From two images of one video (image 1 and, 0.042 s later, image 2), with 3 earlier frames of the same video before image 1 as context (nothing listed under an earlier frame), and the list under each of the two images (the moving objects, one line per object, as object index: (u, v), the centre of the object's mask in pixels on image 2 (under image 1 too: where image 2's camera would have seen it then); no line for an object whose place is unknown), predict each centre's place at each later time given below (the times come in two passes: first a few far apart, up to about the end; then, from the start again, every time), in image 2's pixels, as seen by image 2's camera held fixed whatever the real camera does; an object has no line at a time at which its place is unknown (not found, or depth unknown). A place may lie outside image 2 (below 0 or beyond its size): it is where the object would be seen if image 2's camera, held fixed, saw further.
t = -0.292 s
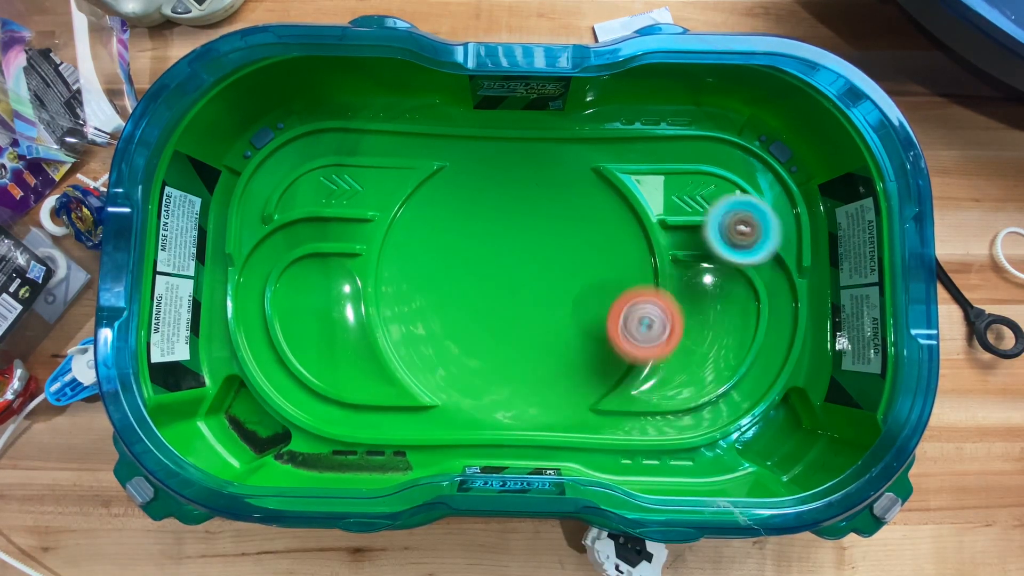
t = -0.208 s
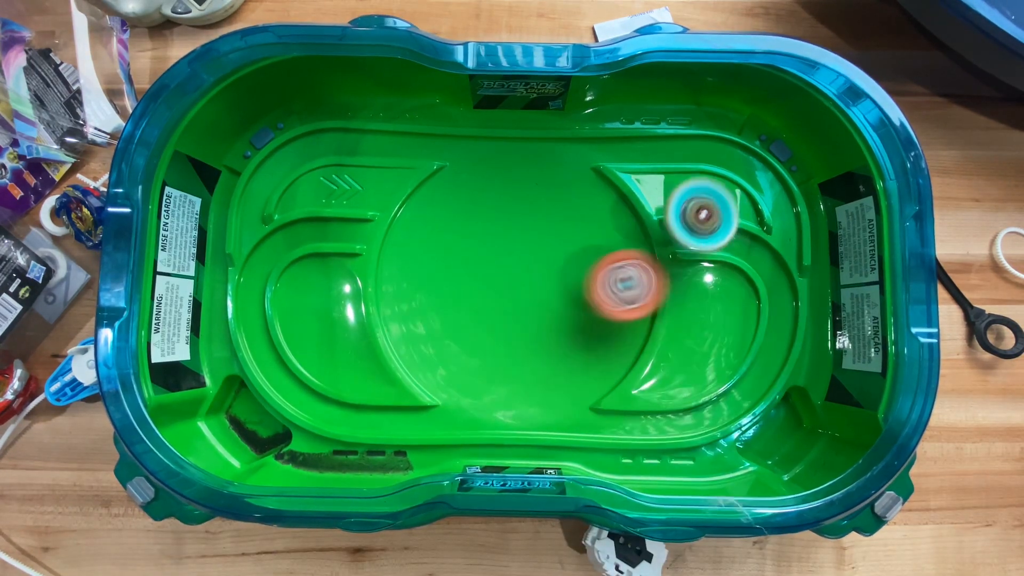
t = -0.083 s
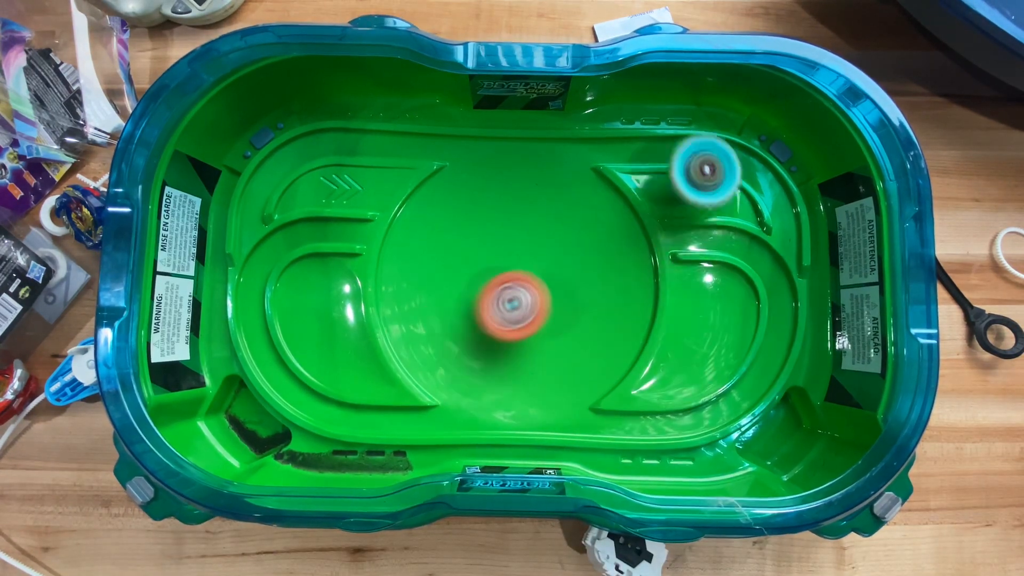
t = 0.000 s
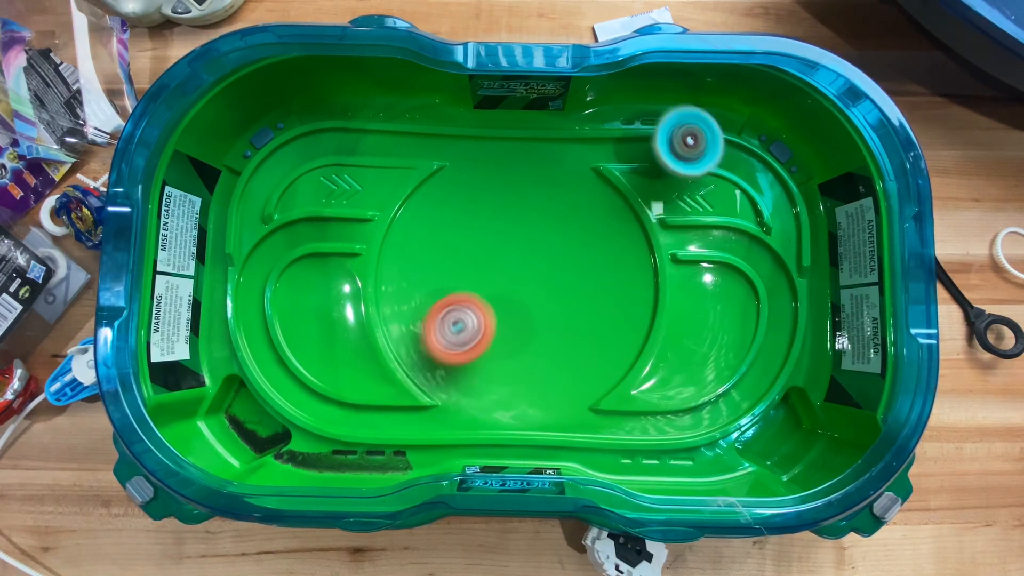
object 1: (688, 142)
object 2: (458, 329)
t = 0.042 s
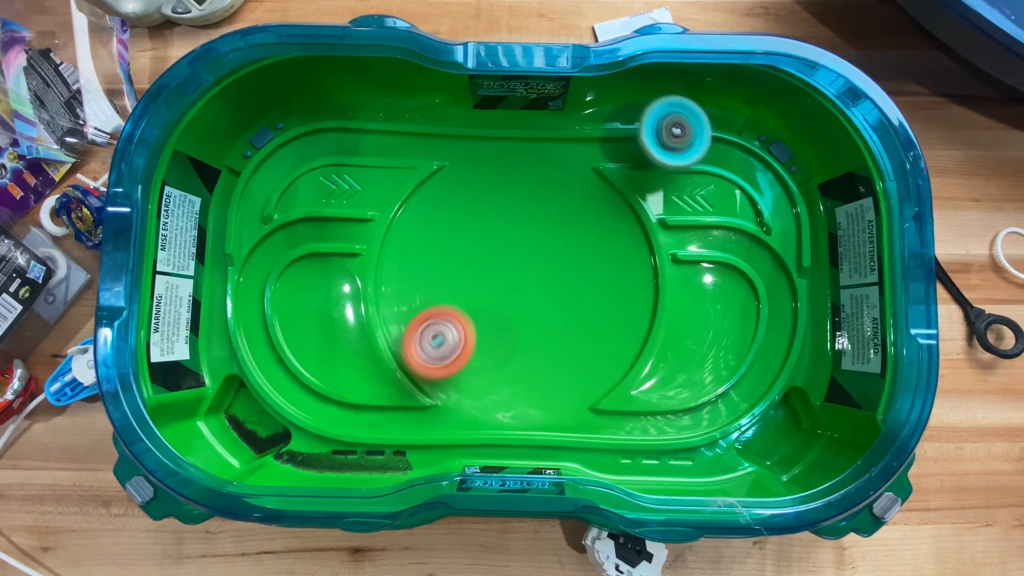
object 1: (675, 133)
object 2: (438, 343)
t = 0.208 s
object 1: (586, 136)
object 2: (437, 381)
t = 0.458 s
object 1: (411, 198)
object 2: (494, 354)
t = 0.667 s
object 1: (390, 348)
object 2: (492, 308)
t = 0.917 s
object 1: (562, 344)
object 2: (510, 236)
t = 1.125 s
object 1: (622, 222)
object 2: (432, 218)
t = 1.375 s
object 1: (470, 147)
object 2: (435, 318)
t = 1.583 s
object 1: (402, 264)
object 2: (548, 320)
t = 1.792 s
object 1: (482, 375)
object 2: (601, 233)
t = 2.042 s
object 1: (644, 284)
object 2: (535, 163)
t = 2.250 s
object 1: (581, 179)
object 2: (455, 238)
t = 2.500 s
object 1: (417, 250)
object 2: (516, 350)
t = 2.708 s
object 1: (457, 388)
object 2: (624, 351)
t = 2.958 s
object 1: (609, 364)
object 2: (624, 240)
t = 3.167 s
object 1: (628, 239)
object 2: (513, 231)
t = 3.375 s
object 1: (521, 206)
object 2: (451, 314)
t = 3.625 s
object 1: (427, 335)
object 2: (503, 403)
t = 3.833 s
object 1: (526, 406)
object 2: (588, 349)
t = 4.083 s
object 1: (624, 291)
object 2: (548, 237)
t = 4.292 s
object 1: (548, 199)
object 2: (460, 214)
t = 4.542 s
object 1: (473, 228)
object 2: (390, 304)
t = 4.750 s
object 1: (522, 272)
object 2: (460, 372)
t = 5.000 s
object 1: (592, 233)
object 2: (555, 308)
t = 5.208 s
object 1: (554, 165)
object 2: (553, 251)
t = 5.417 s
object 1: (461, 181)
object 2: (510, 263)
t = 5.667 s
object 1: (463, 301)
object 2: (542, 328)
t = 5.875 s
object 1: (530, 355)
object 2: (600, 294)
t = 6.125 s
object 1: (615, 339)
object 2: (544, 231)
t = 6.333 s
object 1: (594, 263)
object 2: (473, 271)
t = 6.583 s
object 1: (491, 255)
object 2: (486, 357)
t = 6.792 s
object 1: (439, 303)
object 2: (562, 350)
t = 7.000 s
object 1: (457, 363)
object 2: (573, 272)
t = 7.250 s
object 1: (539, 326)
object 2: (497, 220)
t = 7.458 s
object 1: (541, 249)
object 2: (434, 258)
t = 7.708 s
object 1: (483, 206)
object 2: (474, 335)
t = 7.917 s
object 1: (447, 249)
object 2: (554, 327)
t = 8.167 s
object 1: (512, 309)
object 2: (594, 251)
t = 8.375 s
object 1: (579, 301)
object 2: (545, 204)
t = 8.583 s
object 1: (605, 252)
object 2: (480, 239)
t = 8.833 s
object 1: (543, 234)
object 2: (483, 328)
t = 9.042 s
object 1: (500, 289)
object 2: (548, 360)
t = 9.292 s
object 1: (516, 357)
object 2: (596, 299)
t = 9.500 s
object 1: (564, 348)
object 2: (549, 243)
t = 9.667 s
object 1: (563, 297)
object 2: (490, 238)
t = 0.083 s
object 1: (656, 136)
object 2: (425, 358)
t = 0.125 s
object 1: (634, 145)
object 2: (417, 373)
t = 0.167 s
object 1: (611, 140)
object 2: (422, 381)
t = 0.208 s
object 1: (586, 136)
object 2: (437, 381)
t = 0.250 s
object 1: (560, 139)
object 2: (452, 379)
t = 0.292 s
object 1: (533, 143)
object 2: (465, 376)
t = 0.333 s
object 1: (501, 150)
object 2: (476, 372)
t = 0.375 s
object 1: (468, 161)
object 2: (485, 368)
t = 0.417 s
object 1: (437, 175)
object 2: (491, 361)
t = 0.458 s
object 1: (411, 198)
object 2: (494, 354)
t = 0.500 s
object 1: (395, 230)
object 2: (494, 345)
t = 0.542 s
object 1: (389, 261)
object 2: (491, 336)
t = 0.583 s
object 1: (392, 295)
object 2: (485, 326)
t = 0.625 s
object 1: (402, 324)
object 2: (478, 317)
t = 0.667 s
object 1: (390, 348)
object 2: (492, 308)
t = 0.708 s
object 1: (407, 359)
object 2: (505, 297)
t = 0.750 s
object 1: (432, 367)
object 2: (514, 286)
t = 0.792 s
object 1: (461, 371)
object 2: (519, 274)
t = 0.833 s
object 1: (496, 369)
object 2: (520, 262)
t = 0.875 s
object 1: (530, 360)
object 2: (517, 249)
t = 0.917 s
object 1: (562, 344)
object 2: (510, 236)
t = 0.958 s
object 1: (588, 323)
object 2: (498, 225)
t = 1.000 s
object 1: (608, 300)
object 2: (484, 218)
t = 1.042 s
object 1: (620, 273)
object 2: (467, 214)
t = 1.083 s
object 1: (626, 246)
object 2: (450, 214)
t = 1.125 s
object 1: (622, 222)
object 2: (432, 218)
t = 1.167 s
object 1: (611, 199)
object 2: (418, 228)
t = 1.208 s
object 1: (593, 177)
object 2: (408, 243)
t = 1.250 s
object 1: (568, 160)
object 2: (403, 262)
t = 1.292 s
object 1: (538, 149)
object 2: (406, 282)
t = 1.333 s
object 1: (504, 144)
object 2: (417, 302)
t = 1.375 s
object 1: (470, 147)
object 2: (435, 318)
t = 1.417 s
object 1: (438, 157)
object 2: (457, 329)
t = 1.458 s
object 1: (422, 177)
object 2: (480, 334)
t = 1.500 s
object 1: (410, 205)
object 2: (505, 333)
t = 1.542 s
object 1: (404, 234)
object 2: (528, 328)
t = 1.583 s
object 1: (402, 264)
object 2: (548, 320)
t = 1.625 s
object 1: (407, 295)
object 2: (565, 307)
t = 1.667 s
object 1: (417, 324)
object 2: (580, 290)
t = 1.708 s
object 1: (434, 348)
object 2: (592, 270)
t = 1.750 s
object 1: (456, 366)
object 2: (598, 251)
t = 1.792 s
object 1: (482, 375)
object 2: (601, 233)
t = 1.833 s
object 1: (513, 377)
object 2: (600, 215)
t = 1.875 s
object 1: (546, 371)
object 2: (594, 199)
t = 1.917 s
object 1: (578, 358)
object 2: (584, 185)
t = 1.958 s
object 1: (607, 338)
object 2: (572, 173)
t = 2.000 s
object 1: (630, 313)
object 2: (554, 165)
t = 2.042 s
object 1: (644, 284)
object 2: (535, 163)
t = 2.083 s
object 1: (649, 255)
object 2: (513, 166)
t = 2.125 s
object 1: (643, 230)
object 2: (493, 176)
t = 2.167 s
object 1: (629, 208)
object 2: (475, 193)
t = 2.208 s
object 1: (606, 191)
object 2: (462, 214)
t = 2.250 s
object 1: (581, 179)
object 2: (455, 238)
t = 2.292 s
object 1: (549, 174)
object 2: (455, 262)
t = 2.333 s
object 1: (516, 174)
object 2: (459, 285)
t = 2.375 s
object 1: (483, 182)
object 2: (469, 306)
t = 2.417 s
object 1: (454, 199)
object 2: (481, 324)
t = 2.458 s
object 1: (432, 222)
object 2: (498, 338)
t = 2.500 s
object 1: (417, 250)
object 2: (516, 350)
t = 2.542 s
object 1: (410, 280)
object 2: (536, 358)
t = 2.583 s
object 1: (412, 311)
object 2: (559, 363)
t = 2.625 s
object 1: (421, 342)
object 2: (582, 364)
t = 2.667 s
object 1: (436, 368)
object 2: (603, 360)
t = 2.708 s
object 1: (457, 388)
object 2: (624, 351)
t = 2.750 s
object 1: (481, 403)
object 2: (640, 336)
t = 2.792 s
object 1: (506, 408)
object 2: (650, 320)
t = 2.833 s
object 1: (533, 406)
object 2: (650, 298)
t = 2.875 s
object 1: (561, 396)
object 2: (647, 277)
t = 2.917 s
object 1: (587, 382)
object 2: (638, 257)
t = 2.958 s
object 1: (609, 364)
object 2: (624, 240)
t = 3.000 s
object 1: (627, 343)
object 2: (603, 227)
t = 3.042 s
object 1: (638, 318)
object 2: (581, 219)
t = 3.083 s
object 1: (641, 290)
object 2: (557, 218)
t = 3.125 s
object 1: (637, 262)
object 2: (534, 223)
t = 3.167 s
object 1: (628, 239)
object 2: (513, 231)
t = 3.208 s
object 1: (612, 220)
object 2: (494, 244)
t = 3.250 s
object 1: (594, 206)
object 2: (479, 260)
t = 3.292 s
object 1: (573, 199)
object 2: (466, 276)
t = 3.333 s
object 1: (548, 200)
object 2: (457, 295)
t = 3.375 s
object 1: (521, 206)
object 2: (451, 314)
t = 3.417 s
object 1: (494, 216)
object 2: (449, 333)
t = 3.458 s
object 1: (469, 233)
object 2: (451, 352)
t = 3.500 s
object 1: (447, 255)
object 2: (457, 370)
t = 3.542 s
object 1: (433, 281)
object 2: (468, 385)
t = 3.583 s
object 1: (426, 308)
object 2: (483, 397)
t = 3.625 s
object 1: (427, 335)
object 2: (503, 403)
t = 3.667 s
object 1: (436, 361)
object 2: (522, 402)
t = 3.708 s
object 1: (451, 383)
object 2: (543, 397)
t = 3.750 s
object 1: (472, 398)
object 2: (563, 386)
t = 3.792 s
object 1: (497, 407)
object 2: (579, 368)
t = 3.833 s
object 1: (526, 406)
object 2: (588, 349)
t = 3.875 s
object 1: (554, 400)
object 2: (592, 329)
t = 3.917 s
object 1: (580, 386)
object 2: (590, 307)
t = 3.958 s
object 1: (600, 368)
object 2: (585, 288)
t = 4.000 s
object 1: (616, 344)
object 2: (577, 270)
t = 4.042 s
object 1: (624, 318)
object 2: (564, 253)
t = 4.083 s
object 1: (624, 291)
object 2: (548, 237)
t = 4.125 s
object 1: (616, 264)
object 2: (530, 226)
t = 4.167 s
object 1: (603, 238)
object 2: (514, 219)
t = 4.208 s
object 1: (588, 219)
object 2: (496, 214)
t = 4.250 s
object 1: (570, 206)
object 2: (477, 213)
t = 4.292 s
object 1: (548, 199)
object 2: (460, 214)
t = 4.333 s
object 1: (525, 198)
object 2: (444, 218)
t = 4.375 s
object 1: (501, 201)
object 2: (427, 225)
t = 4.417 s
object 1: (484, 207)
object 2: (406, 238)
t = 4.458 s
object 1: (480, 212)
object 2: (379, 257)
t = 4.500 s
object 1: (476, 219)
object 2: (382, 281)
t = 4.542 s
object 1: (473, 228)
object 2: (390, 304)
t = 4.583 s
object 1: (474, 240)
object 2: (398, 326)
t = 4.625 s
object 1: (481, 252)
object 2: (408, 344)
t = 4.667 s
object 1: (492, 262)
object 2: (422, 359)
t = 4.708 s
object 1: (506, 269)
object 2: (440, 368)
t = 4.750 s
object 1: (522, 272)
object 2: (460, 372)
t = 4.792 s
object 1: (539, 273)
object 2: (480, 369)
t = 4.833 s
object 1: (556, 272)
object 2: (501, 362)
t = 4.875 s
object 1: (570, 266)
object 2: (519, 351)
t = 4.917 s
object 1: (581, 257)
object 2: (534, 338)
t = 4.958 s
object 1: (589, 245)
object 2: (546, 323)
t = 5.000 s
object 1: (592, 233)
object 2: (555, 308)
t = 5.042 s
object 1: (589, 220)
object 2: (561, 292)
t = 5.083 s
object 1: (585, 205)
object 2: (562, 279)
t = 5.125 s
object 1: (576, 192)
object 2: (562, 265)
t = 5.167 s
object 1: (567, 175)
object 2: (558, 259)
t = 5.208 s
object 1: (554, 165)
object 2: (553, 251)
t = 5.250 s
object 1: (537, 162)
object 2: (544, 242)
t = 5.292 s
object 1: (516, 163)
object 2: (534, 236)
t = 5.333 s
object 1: (494, 161)
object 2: (524, 242)
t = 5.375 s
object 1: (476, 168)
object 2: (515, 251)
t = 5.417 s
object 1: (461, 181)
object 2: (510, 263)
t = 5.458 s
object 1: (449, 198)
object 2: (508, 275)
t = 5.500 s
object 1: (443, 218)
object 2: (509, 288)
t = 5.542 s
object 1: (441, 240)
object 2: (513, 301)
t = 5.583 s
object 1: (445, 262)
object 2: (519, 313)
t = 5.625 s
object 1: (453, 283)
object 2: (529, 322)
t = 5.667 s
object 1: (463, 301)
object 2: (542, 328)
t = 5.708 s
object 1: (477, 317)
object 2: (555, 329)
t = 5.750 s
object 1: (493, 331)
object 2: (568, 326)
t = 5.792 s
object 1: (509, 341)
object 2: (580, 319)
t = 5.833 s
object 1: (519, 350)
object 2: (593, 307)
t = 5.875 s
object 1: (530, 355)
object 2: (600, 294)
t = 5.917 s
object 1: (544, 360)
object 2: (602, 279)
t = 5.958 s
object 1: (558, 361)
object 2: (598, 264)
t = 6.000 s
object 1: (574, 361)
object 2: (589, 250)
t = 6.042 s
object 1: (590, 358)
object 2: (576, 240)
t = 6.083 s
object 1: (604, 350)
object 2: (560, 233)
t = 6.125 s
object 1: (615, 339)
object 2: (544, 231)
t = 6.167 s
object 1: (621, 324)
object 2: (527, 232)
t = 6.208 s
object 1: (622, 308)
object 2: (511, 238)
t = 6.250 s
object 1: (617, 292)
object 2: (496, 246)
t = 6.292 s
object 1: (607, 276)
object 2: (484, 258)
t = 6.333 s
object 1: (594, 263)
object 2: (473, 271)
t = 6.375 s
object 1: (577, 254)
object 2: (466, 286)
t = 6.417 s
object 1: (559, 248)
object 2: (463, 301)
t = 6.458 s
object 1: (541, 246)
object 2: (463, 317)
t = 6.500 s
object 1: (523, 247)
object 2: (467, 332)
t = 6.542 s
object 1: (506, 251)
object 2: (475, 346)
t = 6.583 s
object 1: (491, 255)
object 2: (486, 357)
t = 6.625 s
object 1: (478, 262)
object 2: (501, 364)
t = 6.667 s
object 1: (466, 270)
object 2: (517, 367)
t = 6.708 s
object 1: (455, 279)
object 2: (533, 365)
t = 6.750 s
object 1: (446, 291)
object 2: (549, 359)
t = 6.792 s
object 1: (439, 303)
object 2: (562, 350)
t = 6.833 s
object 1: (436, 316)
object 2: (571, 336)
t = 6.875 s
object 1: (435, 330)
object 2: (577, 321)
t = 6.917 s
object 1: (439, 343)
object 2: (579, 304)
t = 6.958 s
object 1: (446, 354)
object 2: (578, 287)
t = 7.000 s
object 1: (457, 363)
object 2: (573, 272)
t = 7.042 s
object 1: (471, 367)
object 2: (564, 258)
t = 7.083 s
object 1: (486, 366)
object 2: (554, 245)
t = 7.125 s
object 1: (502, 361)
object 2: (541, 235)
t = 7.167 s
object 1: (517, 352)
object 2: (528, 227)
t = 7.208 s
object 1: (530, 340)
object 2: (512, 222)
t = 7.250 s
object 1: (539, 326)
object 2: (497, 220)
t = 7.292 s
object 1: (545, 310)
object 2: (482, 221)
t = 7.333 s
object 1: (548, 294)
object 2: (467, 226)
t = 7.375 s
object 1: (547, 279)
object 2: (453, 234)
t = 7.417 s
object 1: (545, 264)
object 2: (442, 245)
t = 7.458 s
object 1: (541, 249)
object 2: (434, 258)
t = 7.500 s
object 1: (535, 237)
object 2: (431, 273)
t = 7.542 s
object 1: (527, 225)
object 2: (432, 289)
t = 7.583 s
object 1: (517, 216)
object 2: (438, 304)
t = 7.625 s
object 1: (506, 210)
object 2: (447, 317)
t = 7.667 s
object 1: (495, 207)
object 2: (459, 327)
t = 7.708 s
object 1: (483, 206)
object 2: (474, 335)
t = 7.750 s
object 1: (471, 208)
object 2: (490, 339)
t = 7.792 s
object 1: (461, 214)
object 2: (507, 341)
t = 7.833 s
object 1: (453, 223)
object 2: (523, 339)
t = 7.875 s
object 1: (448, 235)
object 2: (539, 334)
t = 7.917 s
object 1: (447, 249)
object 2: (554, 327)
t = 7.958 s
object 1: (451, 264)
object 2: (567, 318)
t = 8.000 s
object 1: (458, 278)
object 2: (577, 307)
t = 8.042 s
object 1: (469, 290)
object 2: (586, 294)
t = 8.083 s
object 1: (483, 299)
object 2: (592, 280)
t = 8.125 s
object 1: (497, 305)
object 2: (595, 266)
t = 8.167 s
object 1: (512, 309)
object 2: (594, 251)
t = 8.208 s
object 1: (526, 311)
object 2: (590, 236)
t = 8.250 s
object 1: (540, 311)
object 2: (582, 224)
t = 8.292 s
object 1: (554, 309)
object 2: (571, 214)
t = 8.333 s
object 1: (567, 306)
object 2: (559, 207)
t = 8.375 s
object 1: (579, 301)
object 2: (545, 204)
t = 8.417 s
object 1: (589, 294)
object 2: (529, 204)
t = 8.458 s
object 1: (597, 285)
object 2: (514, 208)
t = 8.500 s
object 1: (603, 275)
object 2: (500, 216)
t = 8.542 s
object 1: (606, 264)
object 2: (489, 227)
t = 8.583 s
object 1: (605, 252)
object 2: (480, 239)
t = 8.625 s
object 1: (600, 242)
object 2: (474, 254)
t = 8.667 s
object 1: (593, 235)
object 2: (470, 269)
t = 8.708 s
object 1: (582, 230)
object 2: (469, 285)
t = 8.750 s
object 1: (570, 228)
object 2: (471, 300)
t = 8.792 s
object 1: (556, 229)
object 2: (476, 315)
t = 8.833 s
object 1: (543, 234)
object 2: (483, 328)
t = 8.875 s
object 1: (530, 241)
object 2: (493, 339)
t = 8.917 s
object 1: (519, 252)
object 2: (505, 349)
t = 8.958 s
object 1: (511, 263)
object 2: (518, 356)
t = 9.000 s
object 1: (505, 276)
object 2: (533, 360)
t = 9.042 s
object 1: (500, 289)
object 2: (548, 360)
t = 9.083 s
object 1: (497, 302)
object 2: (562, 357)
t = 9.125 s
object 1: (496, 315)
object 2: (575, 350)
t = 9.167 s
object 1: (497, 328)
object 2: (586, 340)
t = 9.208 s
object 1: (502, 341)
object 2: (593, 327)
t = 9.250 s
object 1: (508, 350)
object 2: (597, 314)
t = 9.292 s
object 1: (516, 357)
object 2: (596, 299)
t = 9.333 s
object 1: (526, 362)
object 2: (593, 284)
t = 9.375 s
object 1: (536, 363)
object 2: (585, 270)
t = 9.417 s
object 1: (547, 362)
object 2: (575, 259)
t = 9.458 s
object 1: (556, 357)
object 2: (563, 250)
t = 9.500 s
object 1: (564, 348)
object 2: (549, 243)
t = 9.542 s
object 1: (570, 337)
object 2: (534, 238)
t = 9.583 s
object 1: (571, 323)
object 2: (520, 236)
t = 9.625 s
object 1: (568, 310)
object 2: (505, 236)
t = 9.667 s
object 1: (563, 297)
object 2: (490, 238)
